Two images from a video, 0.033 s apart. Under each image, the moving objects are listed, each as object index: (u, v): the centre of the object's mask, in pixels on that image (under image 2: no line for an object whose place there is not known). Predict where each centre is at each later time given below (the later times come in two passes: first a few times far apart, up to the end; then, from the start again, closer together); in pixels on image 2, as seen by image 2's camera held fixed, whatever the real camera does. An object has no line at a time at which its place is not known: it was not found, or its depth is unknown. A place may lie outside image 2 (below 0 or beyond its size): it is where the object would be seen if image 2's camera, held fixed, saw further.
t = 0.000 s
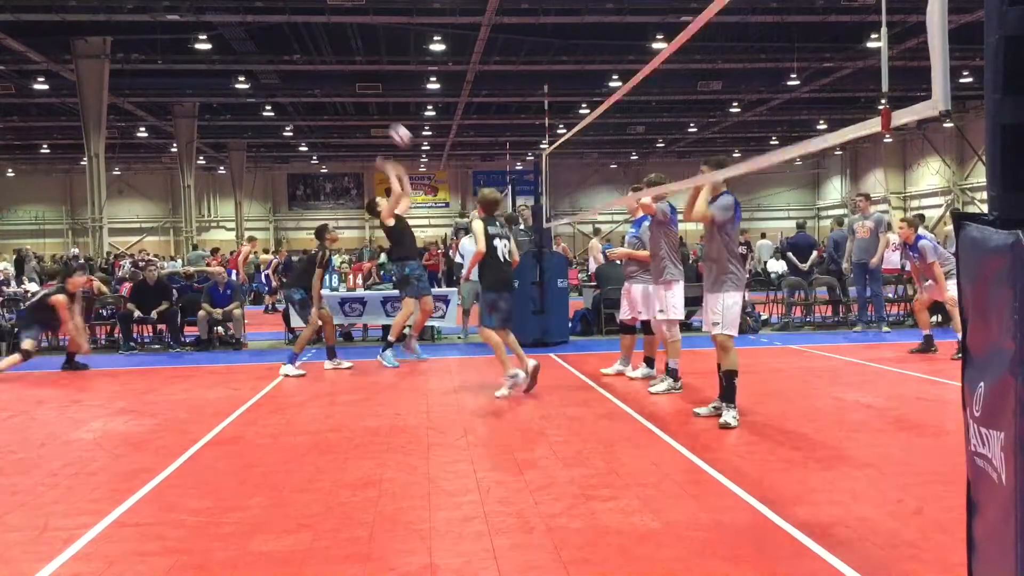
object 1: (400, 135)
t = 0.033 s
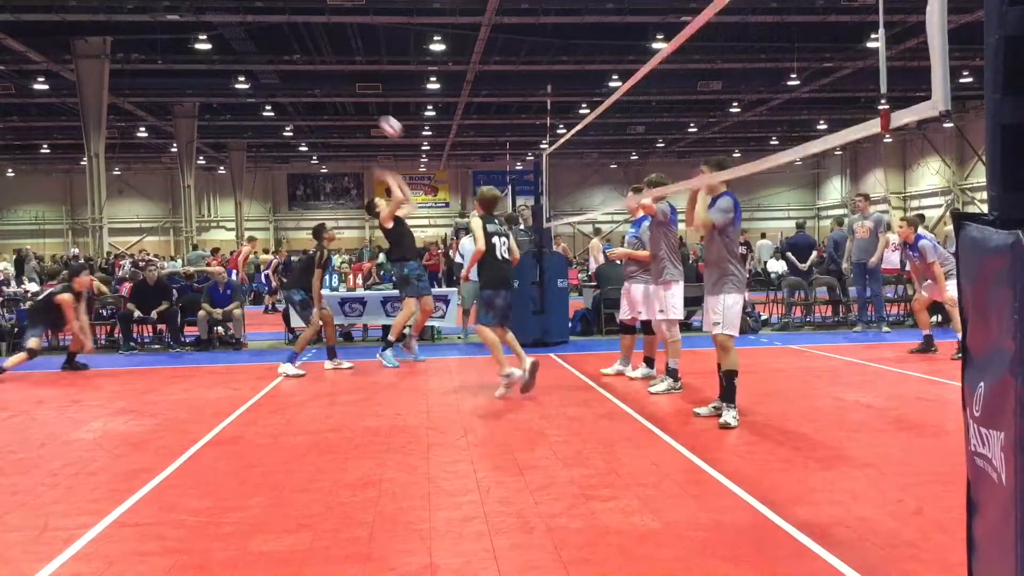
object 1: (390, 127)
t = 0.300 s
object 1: (315, 92)
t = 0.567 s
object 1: (241, 120)
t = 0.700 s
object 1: (207, 157)
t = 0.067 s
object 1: (380, 120)
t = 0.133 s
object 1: (362, 108)
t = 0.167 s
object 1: (353, 102)
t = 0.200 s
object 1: (343, 98)
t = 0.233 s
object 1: (334, 96)
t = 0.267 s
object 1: (324, 94)
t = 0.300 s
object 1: (315, 92)
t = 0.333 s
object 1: (306, 92)
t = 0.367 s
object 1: (296, 94)
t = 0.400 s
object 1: (287, 95)
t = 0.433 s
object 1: (277, 99)
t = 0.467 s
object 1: (268, 102)
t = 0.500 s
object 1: (258, 107)
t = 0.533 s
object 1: (251, 113)
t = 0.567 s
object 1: (241, 120)
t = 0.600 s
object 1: (232, 128)
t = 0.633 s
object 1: (223, 138)
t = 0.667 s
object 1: (215, 147)
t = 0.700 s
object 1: (207, 157)
